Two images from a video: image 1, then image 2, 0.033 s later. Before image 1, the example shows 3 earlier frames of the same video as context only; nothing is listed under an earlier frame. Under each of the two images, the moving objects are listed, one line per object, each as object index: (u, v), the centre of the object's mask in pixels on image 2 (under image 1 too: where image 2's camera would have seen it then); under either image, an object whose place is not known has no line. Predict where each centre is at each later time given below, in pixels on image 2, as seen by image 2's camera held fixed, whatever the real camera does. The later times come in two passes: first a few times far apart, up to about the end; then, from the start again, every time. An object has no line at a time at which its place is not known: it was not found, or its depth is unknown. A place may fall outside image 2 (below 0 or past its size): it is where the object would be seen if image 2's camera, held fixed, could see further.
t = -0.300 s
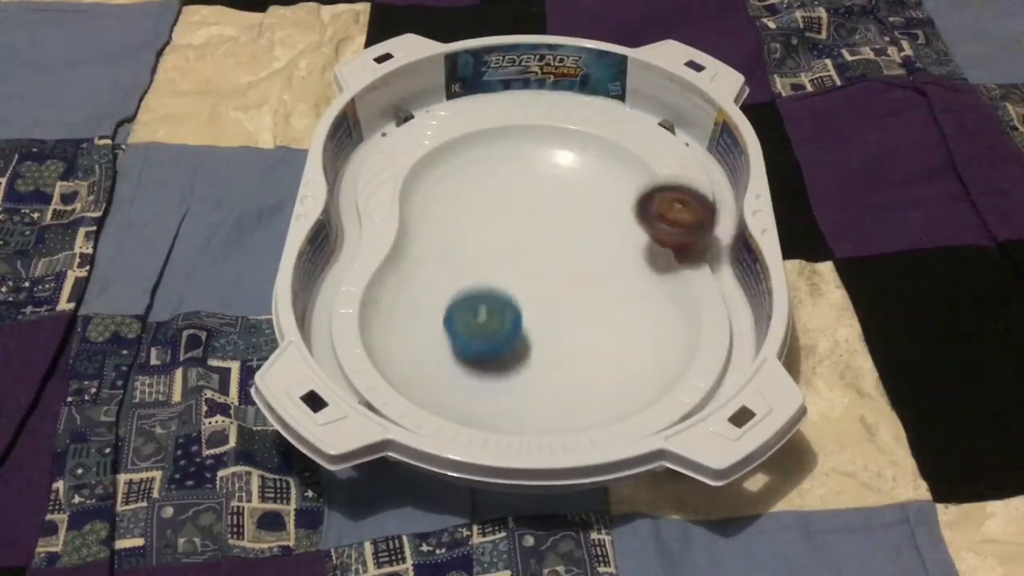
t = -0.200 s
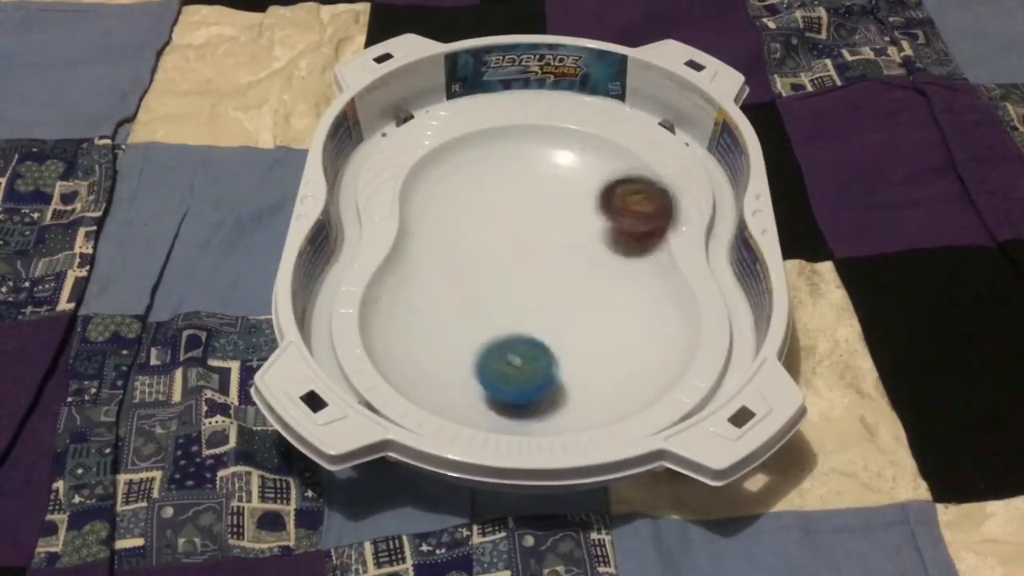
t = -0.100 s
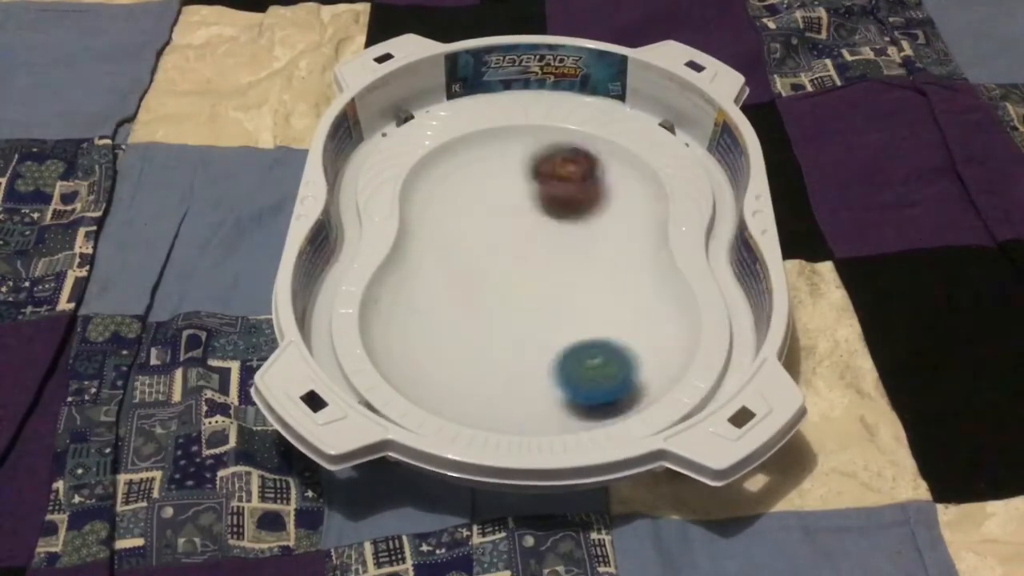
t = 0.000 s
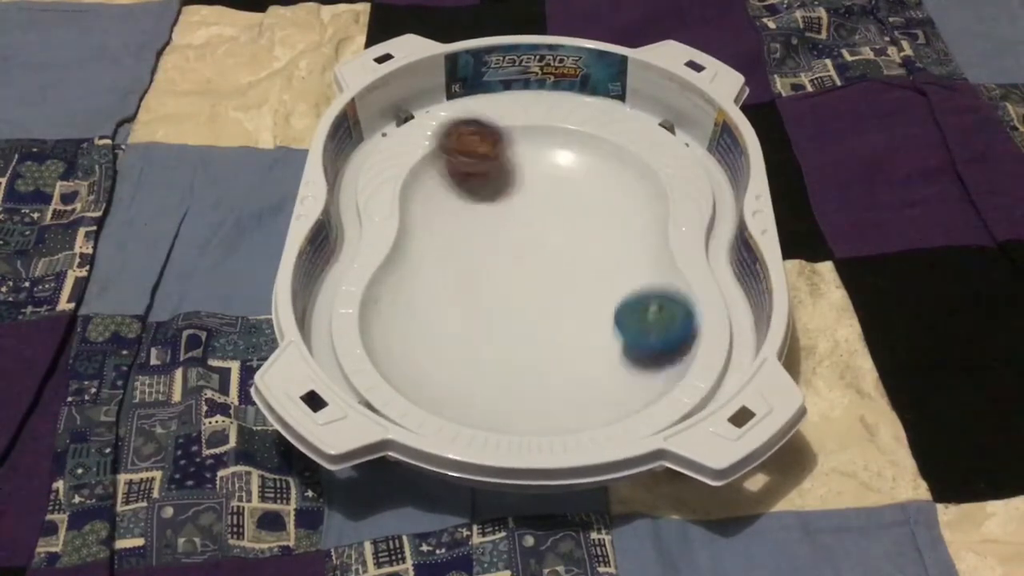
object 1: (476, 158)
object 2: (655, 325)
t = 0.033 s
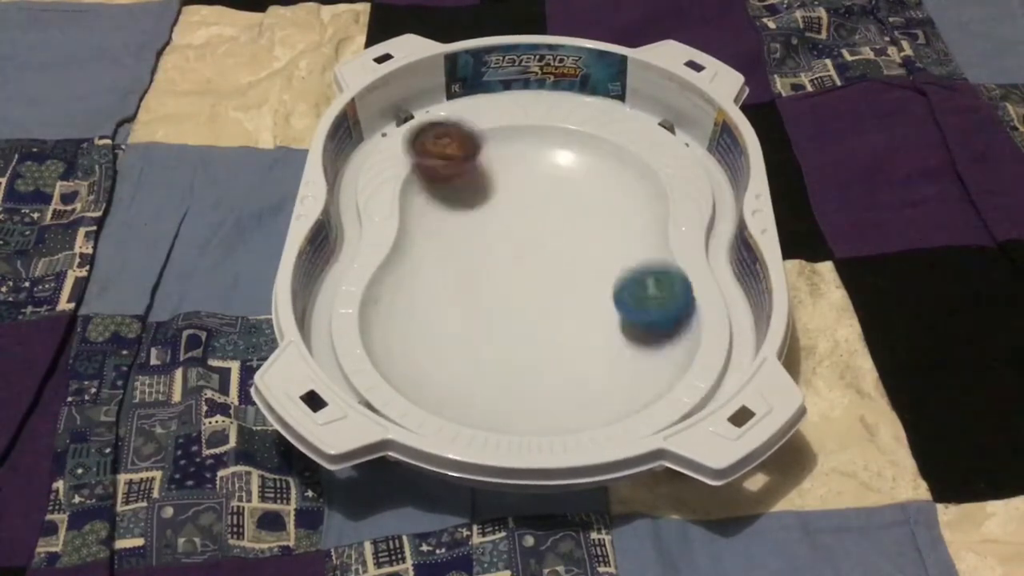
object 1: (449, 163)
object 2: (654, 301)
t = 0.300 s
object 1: (505, 354)
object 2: (523, 193)
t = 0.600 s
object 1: (651, 260)
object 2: (443, 299)
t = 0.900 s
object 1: (466, 183)
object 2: (596, 358)
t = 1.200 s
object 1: (482, 351)
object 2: (569, 199)
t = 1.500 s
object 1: (627, 297)
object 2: (455, 195)
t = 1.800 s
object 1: (558, 196)
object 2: (528, 297)
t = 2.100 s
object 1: (478, 224)
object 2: (594, 244)
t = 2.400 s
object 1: (513, 317)
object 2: (554, 168)
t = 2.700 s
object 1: (576, 330)
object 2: (490, 253)
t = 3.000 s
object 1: (576, 310)
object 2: (534, 365)
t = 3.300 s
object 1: (539, 293)
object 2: (630, 313)
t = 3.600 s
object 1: (471, 321)
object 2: (565, 295)
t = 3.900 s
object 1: (499, 377)
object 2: (570, 330)
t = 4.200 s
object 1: (501, 360)
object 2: (636, 229)
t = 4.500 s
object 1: (462, 303)
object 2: (530, 168)
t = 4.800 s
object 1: (478, 329)
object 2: (508, 243)
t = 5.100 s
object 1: (619, 337)
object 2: (552, 244)
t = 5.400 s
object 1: (596, 304)
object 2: (558, 190)
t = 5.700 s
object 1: (526, 371)
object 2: (477, 173)
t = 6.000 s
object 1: (536, 366)
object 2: (534, 231)
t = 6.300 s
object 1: (490, 295)
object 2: (591, 237)
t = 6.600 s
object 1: (512, 273)
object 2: (581, 222)
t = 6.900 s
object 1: (542, 267)
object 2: (569, 186)
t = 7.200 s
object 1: (571, 253)
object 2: (513, 204)
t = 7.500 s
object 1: (603, 254)
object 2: (478, 233)
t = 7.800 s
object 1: (594, 279)
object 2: (477, 263)
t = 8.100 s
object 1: (581, 360)
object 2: (469, 272)
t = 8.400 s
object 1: (582, 379)
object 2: (520, 263)
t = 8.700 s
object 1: (481, 290)
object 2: (612, 219)
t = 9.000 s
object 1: (526, 224)
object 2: (586, 181)
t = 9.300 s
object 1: (518, 230)
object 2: (562, 166)
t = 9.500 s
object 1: (507, 251)
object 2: (543, 188)
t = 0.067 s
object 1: (432, 176)
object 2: (642, 276)
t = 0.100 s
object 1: (427, 196)
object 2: (624, 257)
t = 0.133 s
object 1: (434, 223)
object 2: (605, 240)
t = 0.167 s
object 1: (446, 253)
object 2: (589, 225)
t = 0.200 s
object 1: (458, 283)
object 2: (571, 212)
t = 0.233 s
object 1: (470, 310)
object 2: (555, 206)
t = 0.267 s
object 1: (485, 336)
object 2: (539, 199)
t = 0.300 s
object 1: (505, 354)
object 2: (523, 193)
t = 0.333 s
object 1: (531, 366)
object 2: (507, 190)
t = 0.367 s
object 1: (559, 372)
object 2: (492, 195)
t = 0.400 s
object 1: (591, 371)
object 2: (479, 201)
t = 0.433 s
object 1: (622, 362)
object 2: (468, 209)
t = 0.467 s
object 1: (651, 346)
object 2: (461, 221)
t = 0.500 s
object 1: (670, 325)
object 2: (456, 236)
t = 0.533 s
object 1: (677, 299)
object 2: (452, 256)
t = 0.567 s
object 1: (668, 277)
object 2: (448, 277)
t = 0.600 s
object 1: (651, 260)
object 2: (443, 299)
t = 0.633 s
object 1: (631, 248)
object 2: (437, 317)
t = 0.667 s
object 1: (608, 232)
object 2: (437, 336)
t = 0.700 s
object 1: (587, 217)
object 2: (447, 351)
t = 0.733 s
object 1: (566, 203)
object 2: (463, 364)
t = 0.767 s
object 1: (547, 193)
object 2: (487, 374)
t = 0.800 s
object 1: (529, 185)
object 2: (516, 379)
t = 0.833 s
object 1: (508, 181)
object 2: (546, 378)
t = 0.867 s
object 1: (487, 180)
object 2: (575, 371)
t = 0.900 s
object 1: (466, 183)
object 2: (596, 358)
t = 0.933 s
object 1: (449, 190)
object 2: (613, 343)
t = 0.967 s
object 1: (437, 200)
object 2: (621, 322)
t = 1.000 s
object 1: (433, 215)
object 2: (619, 299)
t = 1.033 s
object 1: (437, 236)
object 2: (611, 280)
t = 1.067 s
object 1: (445, 261)
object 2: (601, 262)
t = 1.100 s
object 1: (454, 286)
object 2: (590, 243)
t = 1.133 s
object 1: (463, 311)
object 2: (583, 226)
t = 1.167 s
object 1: (470, 333)
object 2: (576, 211)
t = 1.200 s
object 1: (482, 351)
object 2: (569, 199)
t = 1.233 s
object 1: (498, 363)
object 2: (562, 189)
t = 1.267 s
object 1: (519, 370)
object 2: (550, 180)
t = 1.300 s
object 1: (544, 371)
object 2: (536, 173)
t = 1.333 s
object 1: (569, 369)
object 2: (520, 169)
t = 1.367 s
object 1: (591, 360)
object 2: (503, 168)
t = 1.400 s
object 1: (610, 348)
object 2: (486, 170)
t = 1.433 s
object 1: (624, 333)
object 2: (470, 176)
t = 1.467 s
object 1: (630, 316)
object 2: (460, 185)
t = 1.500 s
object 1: (627, 297)
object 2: (455, 195)
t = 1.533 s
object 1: (621, 282)
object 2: (457, 211)
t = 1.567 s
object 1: (613, 267)
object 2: (464, 226)
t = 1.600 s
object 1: (604, 252)
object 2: (473, 242)
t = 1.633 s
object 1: (597, 237)
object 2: (483, 260)
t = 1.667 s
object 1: (589, 225)
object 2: (491, 271)
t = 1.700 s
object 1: (583, 215)
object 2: (499, 282)
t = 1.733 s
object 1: (576, 207)
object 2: (508, 290)
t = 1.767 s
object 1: (568, 201)
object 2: (518, 294)
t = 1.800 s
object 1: (558, 196)
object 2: (528, 297)
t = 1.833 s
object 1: (548, 193)
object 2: (538, 297)
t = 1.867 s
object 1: (535, 191)
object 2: (548, 296)
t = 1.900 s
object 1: (522, 191)
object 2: (558, 293)
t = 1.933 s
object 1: (509, 192)
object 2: (566, 289)
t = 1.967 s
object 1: (498, 196)
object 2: (573, 283)
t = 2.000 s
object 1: (488, 200)
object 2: (579, 275)
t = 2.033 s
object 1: (482, 207)
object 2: (585, 266)
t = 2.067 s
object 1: (479, 214)
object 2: (590, 257)
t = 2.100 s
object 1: (478, 224)
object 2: (594, 244)
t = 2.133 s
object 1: (478, 234)
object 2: (597, 234)
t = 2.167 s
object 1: (479, 245)
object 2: (601, 224)
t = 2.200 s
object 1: (482, 257)
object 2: (603, 213)
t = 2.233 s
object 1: (485, 271)
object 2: (603, 201)
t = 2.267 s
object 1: (490, 283)
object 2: (602, 194)
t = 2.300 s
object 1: (495, 295)
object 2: (595, 183)
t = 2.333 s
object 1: (501, 304)
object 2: (584, 176)
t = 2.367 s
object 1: (507, 312)
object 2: (570, 169)
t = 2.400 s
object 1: (513, 317)
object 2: (554, 168)
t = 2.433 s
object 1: (521, 321)
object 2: (537, 171)
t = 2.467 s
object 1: (528, 324)
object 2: (523, 178)
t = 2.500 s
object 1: (535, 327)
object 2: (510, 182)
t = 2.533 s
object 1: (542, 329)
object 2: (501, 193)
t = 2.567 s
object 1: (549, 331)
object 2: (495, 201)
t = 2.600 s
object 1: (556, 332)
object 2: (493, 214)
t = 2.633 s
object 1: (564, 332)
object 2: (492, 226)
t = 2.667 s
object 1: (570, 331)
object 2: (491, 239)
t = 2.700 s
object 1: (576, 330)
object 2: (490, 253)
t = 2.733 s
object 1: (581, 327)
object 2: (489, 266)
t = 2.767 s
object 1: (585, 325)
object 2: (490, 284)
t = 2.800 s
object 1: (587, 322)
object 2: (490, 300)
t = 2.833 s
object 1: (587, 320)
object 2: (490, 316)
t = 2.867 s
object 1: (585, 318)
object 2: (490, 329)
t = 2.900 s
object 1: (583, 317)
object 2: (495, 340)
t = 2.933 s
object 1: (580, 315)
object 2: (504, 351)
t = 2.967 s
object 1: (578, 313)
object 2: (518, 359)
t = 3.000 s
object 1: (576, 310)
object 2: (534, 365)
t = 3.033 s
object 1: (572, 305)
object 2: (550, 368)
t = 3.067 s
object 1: (568, 302)
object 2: (566, 370)
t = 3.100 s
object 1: (566, 300)
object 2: (584, 368)
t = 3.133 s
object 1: (563, 298)
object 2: (599, 361)
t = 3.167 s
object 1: (560, 297)
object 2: (613, 351)
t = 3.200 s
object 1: (558, 297)
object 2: (622, 342)
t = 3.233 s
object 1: (554, 297)
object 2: (625, 330)
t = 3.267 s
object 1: (549, 297)
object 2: (625, 319)
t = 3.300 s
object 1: (539, 293)
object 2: (630, 313)
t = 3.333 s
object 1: (530, 292)
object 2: (628, 308)
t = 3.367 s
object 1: (522, 291)
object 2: (622, 303)
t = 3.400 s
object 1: (515, 292)
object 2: (613, 298)
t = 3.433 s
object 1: (508, 294)
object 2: (602, 296)
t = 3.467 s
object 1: (502, 297)
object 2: (590, 294)
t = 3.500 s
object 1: (496, 301)
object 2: (580, 293)
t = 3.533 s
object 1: (490, 307)
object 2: (570, 293)
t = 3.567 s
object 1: (479, 314)
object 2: (568, 293)
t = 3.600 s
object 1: (471, 321)
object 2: (565, 295)
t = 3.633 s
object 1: (467, 328)
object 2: (561, 298)
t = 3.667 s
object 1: (467, 336)
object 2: (556, 302)
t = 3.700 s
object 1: (472, 343)
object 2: (552, 307)
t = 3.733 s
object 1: (477, 350)
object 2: (547, 313)
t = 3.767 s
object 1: (478, 357)
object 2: (552, 318)
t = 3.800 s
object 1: (484, 363)
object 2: (554, 323)
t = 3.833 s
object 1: (488, 369)
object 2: (559, 326)
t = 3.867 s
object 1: (492, 374)
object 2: (564, 329)
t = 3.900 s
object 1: (499, 377)
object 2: (570, 330)
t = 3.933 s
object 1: (507, 378)
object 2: (575, 330)
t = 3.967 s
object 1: (516, 379)
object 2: (579, 328)
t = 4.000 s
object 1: (524, 376)
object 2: (583, 326)
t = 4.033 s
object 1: (515, 377)
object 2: (607, 314)
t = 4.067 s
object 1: (510, 376)
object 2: (625, 298)
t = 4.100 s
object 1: (508, 373)
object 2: (635, 279)
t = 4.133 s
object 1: (506, 370)
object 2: (640, 263)
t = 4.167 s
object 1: (504, 365)
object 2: (640, 245)
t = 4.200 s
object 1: (501, 360)
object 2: (636, 229)
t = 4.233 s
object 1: (499, 354)
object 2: (631, 214)
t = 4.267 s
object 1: (495, 348)
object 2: (623, 201)
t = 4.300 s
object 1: (491, 340)
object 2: (615, 188)
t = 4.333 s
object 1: (487, 333)
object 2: (607, 175)
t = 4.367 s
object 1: (483, 326)
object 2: (595, 167)
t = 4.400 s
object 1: (478, 319)
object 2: (580, 163)
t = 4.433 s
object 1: (473, 312)
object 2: (562, 163)
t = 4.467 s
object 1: (467, 307)
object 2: (545, 166)
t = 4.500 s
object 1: (462, 303)
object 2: (530, 168)
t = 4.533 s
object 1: (458, 299)
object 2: (518, 176)
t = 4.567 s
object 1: (456, 297)
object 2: (509, 188)
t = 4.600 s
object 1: (456, 296)
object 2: (501, 197)
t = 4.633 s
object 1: (457, 295)
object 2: (498, 207)
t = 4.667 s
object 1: (460, 296)
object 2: (495, 217)
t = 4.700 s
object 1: (465, 298)
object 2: (493, 227)
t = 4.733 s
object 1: (471, 303)
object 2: (493, 237)
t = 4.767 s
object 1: (472, 317)
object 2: (500, 241)
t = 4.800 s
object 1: (478, 329)
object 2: (508, 243)
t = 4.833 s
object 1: (489, 339)
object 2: (513, 245)
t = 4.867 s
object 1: (504, 347)
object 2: (517, 246)
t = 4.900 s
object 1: (521, 353)
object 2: (521, 245)
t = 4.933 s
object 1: (539, 356)
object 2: (526, 246)
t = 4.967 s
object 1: (557, 357)
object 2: (531, 248)
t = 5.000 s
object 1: (575, 355)
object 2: (536, 246)
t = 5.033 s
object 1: (592, 351)
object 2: (541, 246)
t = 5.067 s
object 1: (607, 345)
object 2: (547, 247)
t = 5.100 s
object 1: (619, 337)
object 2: (552, 244)
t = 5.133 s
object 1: (627, 328)
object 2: (557, 245)
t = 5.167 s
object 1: (632, 317)
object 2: (561, 242)
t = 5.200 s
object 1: (632, 308)
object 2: (565, 242)
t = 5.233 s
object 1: (628, 299)
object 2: (569, 239)
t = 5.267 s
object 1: (622, 292)
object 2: (571, 235)
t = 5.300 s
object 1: (616, 288)
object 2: (573, 232)
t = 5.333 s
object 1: (611, 293)
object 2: (570, 219)
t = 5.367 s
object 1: (604, 299)
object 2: (564, 205)
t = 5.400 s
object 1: (596, 304)
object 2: (558, 190)
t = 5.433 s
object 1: (588, 310)
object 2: (552, 179)
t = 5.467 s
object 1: (578, 316)
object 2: (544, 172)
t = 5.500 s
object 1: (568, 324)
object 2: (535, 167)
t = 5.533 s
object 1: (558, 332)
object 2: (524, 162)
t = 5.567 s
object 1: (548, 340)
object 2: (512, 160)
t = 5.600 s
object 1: (540, 349)
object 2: (501, 159)
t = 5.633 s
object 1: (534, 358)
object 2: (490, 159)
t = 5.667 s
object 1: (530, 365)
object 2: (482, 164)
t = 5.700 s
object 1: (526, 371)
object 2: (477, 173)
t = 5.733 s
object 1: (525, 376)
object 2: (475, 182)
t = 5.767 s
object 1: (524, 380)
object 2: (476, 191)
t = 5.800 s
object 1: (526, 383)
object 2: (480, 199)
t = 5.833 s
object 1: (528, 384)
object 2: (488, 206)
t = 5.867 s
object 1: (531, 383)
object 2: (497, 213)
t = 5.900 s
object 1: (534, 380)
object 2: (506, 219)
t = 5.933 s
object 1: (535, 376)
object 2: (516, 223)
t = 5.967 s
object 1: (536, 372)
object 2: (525, 227)
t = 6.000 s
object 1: (536, 366)
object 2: (534, 231)
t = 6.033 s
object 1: (534, 359)
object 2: (543, 231)
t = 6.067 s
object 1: (530, 350)
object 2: (553, 236)
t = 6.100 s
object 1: (525, 341)
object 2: (561, 239)
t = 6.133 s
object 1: (520, 333)
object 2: (569, 240)
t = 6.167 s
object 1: (513, 323)
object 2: (575, 241)
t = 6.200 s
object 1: (506, 315)
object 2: (580, 241)
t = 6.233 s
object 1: (500, 306)
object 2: (585, 240)
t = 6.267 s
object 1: (493, 299)
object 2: (588, 239)
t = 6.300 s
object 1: (490, 295)
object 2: (591, 237)
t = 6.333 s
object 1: (487, 291)
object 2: (592, 235)
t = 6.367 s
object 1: (487, 288)
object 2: (593, 233)
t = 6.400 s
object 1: (488, 286)
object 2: (592, 231)
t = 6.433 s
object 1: (491, 284)
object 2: (590, 230)
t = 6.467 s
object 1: (496, 282)
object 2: (587, 228)
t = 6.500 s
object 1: (503, 280)
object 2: (583, 228)
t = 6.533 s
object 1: (512, 275)
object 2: (577, 228)
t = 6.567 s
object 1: (515, 272)
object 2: (576, 228)
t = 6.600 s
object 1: (512, 273)
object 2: (581, 222)
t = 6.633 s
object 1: (514, 273)
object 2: (584, 217)
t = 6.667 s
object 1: (516, 272)
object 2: (586, 213)
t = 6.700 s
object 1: (517, 272)
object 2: (587, 208)
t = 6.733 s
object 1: (521, 271)
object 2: (587, 204)
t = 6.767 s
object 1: (525, 271)
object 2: (586, 200)
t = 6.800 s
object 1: (528, 269)
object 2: (585, 197)
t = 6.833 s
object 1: (532, 269)
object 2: (581, 193)
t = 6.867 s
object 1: (537, 268)
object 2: (576, 190)
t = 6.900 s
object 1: (542, 267)
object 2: (569, 186)
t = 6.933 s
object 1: (546, 266)
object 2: (562, 188)
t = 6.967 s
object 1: (550, 266)
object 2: (554, 187)
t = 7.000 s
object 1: (555, 265)
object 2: (547, 188)
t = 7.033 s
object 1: (560, 264)
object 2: (539, 187)
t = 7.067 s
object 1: (563, 262)
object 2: (533, 192)
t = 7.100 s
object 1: (566, 260)
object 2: (527, 194)
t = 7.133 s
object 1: (569, 257)
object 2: (522, 197)
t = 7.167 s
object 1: (571, 255)
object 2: (517, 200)
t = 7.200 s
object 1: (571, 253)
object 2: (513, 204)
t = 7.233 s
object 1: (574, 252)
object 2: (509, 208)
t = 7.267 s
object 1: (575, 250)
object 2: (506, 211)
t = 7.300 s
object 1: (574, 249)
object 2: (503, 215)
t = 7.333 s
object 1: (575, 249)
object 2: (500, 219)
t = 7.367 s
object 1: (583, 251)
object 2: (493, 220)
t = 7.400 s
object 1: (590, 252)
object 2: (488, 222)
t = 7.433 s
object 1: (595, 253)
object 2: (484, 225)
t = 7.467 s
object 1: (600, 254)
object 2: (480, 228)
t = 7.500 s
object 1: (603, 254)
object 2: (478, 233)
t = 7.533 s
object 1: (602, 254)
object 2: (478, 235)
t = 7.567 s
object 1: (600, 256)
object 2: (479, 240)
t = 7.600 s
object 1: (597, 257)
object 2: (481, 245)
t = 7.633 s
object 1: (590, 259)
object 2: (484, 251)
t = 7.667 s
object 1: (582, 262)
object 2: (490, 259)
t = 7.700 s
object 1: (575, 266)
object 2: (493, 264)
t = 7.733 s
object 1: (583, 270)
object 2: (485, 263)
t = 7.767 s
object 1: (589, 275)
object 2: (480, 264)
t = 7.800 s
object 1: (594, 279)
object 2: (477, 263)
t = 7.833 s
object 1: (595, 282)
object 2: (476, 267)
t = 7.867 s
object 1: (595, 288)
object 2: (477, 275)
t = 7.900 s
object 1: (592, 293)
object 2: (478, 279)
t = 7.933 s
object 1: (587, 299)
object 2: (480, 281)
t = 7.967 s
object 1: (582, 305)
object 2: (485, 287)
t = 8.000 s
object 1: (573, 314)
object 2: (490, 291)
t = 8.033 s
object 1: (577, 332)
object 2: (480, 284)
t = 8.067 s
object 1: (581, 346)
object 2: (474, 276)
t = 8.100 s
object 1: (581, 360)
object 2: (469, 272)
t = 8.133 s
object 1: (585, 369)
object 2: (467, 270)
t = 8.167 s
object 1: (585, 379)
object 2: (467, 269)
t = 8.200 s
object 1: (588, 384)
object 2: (470, 269)
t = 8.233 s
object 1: (589, 387)
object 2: (474, 268)
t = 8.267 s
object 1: (592, 388)
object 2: (481, 268)
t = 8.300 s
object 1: (592, 388)
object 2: (490, 268)
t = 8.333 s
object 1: (591, 387)
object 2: (500, 268)
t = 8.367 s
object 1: (586, 384)
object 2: (510, 266)
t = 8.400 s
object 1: (582, 379)
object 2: (520, 263)
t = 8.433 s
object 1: (571, 374)
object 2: (530, 260)
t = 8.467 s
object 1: (561, 367)
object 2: (542, 256)
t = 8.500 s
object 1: (548, 357)
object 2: (553, 251)
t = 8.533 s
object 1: (537, 348)
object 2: (565, 247)
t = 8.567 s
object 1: (523, 337)
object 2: (576, 242)
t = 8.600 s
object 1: (511, 325)
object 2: (586, 237)
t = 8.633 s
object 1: (499, 313)
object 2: (596, 230)
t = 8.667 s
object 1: (489, 301)
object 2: (604, 224)
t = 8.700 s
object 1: (481, 290)
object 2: (612, 219)
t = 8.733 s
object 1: (475, 280)
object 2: (618, 211)
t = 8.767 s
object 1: (472, 272)
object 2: (623, 204)
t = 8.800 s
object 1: (473, 265)
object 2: (624, 198)
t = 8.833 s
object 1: (476, 259)
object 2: (623, 192)
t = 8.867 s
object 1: (482, 253)
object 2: (620, 188)
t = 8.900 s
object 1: (491, 247)
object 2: (613, 184)
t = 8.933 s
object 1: (501, 240)
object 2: (605, 180)
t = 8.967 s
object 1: (513, 233)
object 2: (595, 180)
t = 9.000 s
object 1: (526, 224)
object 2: (586, 181)
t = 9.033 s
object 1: (526, 223)
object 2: (586, 177)
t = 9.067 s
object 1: (524, 222)
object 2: (588, 172)
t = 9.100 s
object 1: (523, 222)
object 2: (587, 170)
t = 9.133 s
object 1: (525, 222)
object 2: (581, 169)
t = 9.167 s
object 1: (526, 222)
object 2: (575, 168)
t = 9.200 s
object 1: (527, 222)
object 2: (570, 168)
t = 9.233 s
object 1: (524, 225)
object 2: (568, 167)
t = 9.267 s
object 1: (521, 227)
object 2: (566, 167)
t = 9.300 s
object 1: (518, 230)
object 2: (562, 166)
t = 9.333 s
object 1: (515, 234)
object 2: (558, 168)
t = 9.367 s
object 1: (513, 238)
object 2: (555, 171)
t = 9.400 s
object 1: (512, 241)
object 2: (551, 174)
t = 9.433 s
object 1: (510, 244)
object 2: (548, 177)
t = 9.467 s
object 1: (508, 247)
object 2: (546, 182)
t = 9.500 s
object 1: (507, 251)
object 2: (543, 188)
